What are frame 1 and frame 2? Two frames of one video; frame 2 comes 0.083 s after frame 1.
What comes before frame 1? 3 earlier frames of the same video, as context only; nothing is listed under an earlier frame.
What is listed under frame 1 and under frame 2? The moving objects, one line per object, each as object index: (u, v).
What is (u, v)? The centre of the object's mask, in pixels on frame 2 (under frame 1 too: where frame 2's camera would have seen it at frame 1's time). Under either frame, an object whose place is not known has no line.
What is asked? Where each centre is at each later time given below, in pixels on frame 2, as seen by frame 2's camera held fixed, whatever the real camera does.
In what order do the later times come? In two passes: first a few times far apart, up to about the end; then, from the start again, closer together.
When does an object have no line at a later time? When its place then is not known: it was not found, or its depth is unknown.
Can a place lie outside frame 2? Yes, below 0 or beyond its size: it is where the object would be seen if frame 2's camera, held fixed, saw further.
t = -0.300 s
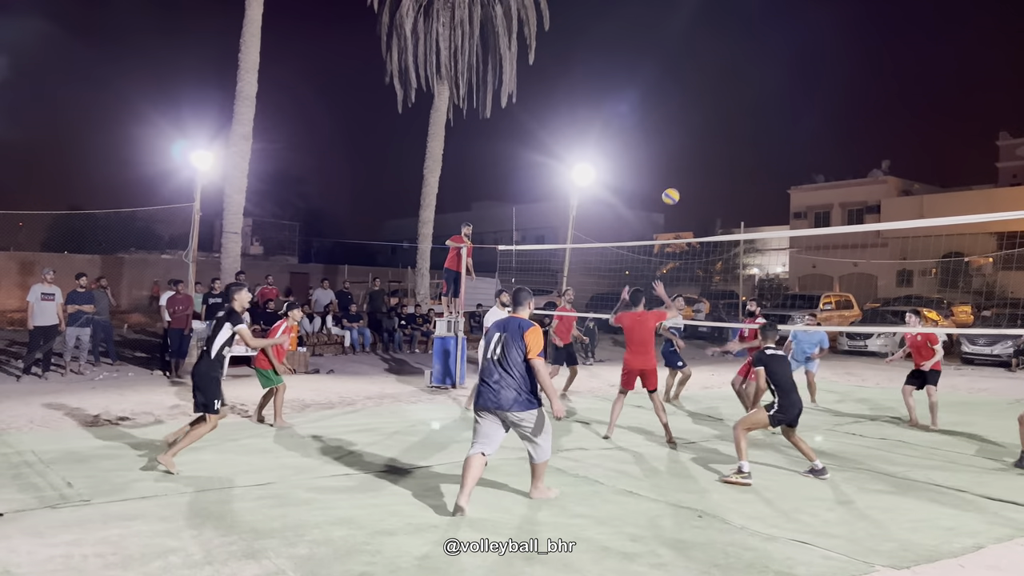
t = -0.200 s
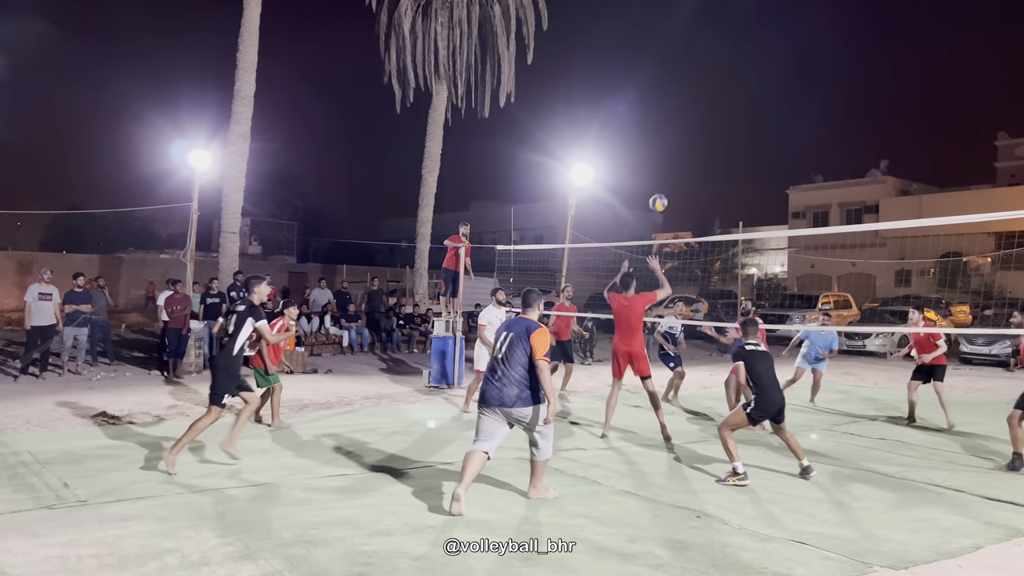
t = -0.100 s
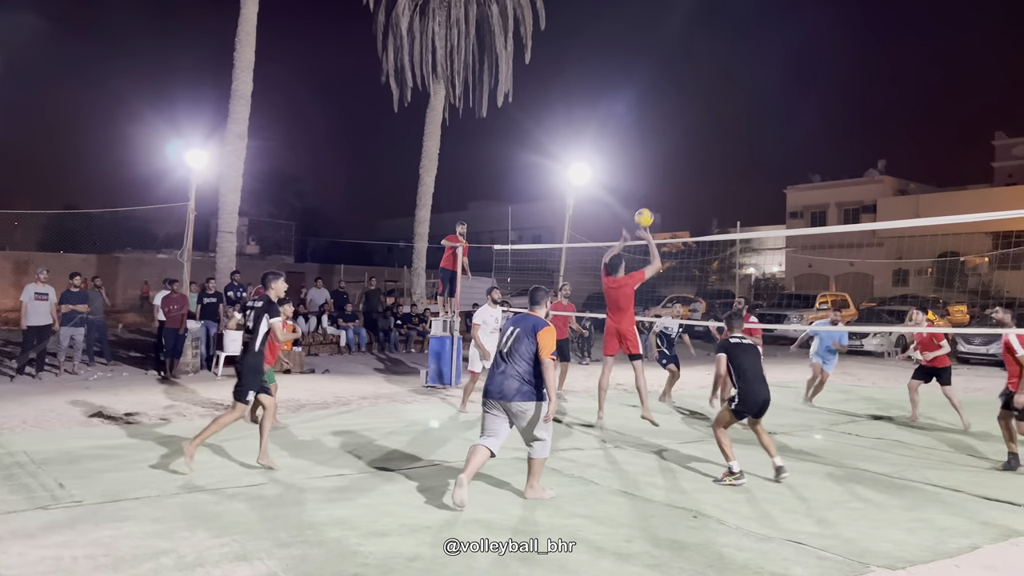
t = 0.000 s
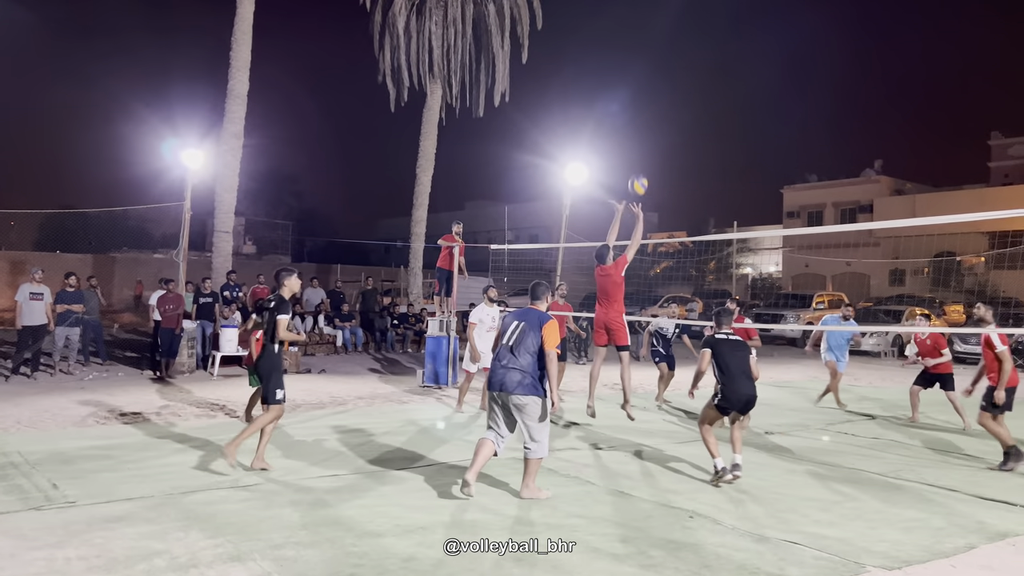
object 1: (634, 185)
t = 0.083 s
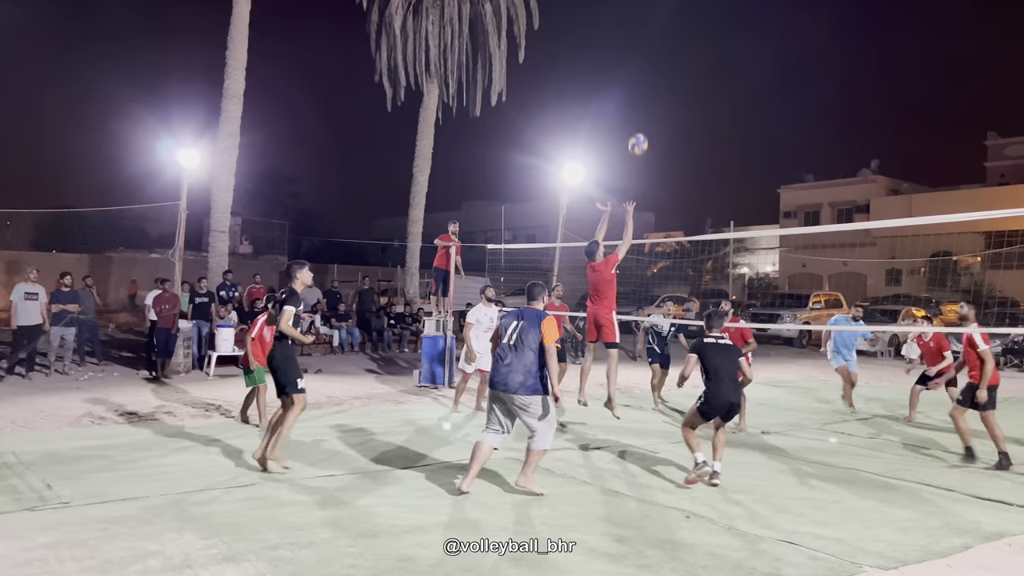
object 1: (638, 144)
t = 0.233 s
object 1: (643, 86)
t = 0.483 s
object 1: (651, 32)
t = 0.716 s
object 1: (657, 30)
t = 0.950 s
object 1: (664, 78)
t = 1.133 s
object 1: (668, 152)
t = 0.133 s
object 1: (639, 123)
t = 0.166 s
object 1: (641, 110)
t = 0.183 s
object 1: (641, 104)
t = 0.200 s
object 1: (642, 97)
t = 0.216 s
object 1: (642, 92)
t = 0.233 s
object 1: (643, 86)
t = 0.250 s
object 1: (644, 81)
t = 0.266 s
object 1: (644, 76)
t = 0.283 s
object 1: (645, 71)
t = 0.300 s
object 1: (645, 67)
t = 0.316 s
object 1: (646, 62)
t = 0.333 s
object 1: (646, 58)
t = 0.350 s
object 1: (647, 55)
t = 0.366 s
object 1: (647, 51)
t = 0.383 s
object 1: (648, 48)
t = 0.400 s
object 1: (648, 44)
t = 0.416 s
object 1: (649, 41)
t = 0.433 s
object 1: (650, 39)
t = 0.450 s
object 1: (650, 36)
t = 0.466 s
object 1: (650, 34)
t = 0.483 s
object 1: (651, 32)
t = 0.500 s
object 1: (651, 31)
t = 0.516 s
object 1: (652, 29)
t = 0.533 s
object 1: (652, 28)
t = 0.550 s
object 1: (653, 27)
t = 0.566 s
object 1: (653, 26)
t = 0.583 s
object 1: (654, 25)
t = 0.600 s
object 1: (654, 25)
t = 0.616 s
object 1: (655, 25)
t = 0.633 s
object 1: (655, 25)
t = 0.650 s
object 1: (656, 26)
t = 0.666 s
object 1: (656, 27)
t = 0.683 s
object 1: (656, 27)
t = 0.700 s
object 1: (657, 29)
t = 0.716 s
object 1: (657, 30)
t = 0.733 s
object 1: (658, 32)
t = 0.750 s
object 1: (658, 34)
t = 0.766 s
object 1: (659, 36)
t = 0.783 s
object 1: (659, 39)
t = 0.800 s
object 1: (660, 41)
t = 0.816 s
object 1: (660, 44)
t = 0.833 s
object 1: (661, 47)
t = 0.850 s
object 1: (661, 51)
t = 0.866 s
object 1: (661, 55)
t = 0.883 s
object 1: (662, 59)
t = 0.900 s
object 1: (662, 63)
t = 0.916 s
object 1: (663, 68)
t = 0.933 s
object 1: (663, 73)
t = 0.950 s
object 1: (664, 78)
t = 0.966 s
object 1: (664, 83)
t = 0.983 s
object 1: (664, 89)
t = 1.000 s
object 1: (665, 95)
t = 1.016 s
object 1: (665, 101)
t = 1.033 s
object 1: (666, 107)
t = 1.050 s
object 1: (666, 114)
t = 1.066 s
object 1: (666, 121)
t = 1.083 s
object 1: (667, 128)
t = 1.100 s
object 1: (667, 136)
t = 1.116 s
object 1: (668, 143)
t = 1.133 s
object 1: (668, 152)
